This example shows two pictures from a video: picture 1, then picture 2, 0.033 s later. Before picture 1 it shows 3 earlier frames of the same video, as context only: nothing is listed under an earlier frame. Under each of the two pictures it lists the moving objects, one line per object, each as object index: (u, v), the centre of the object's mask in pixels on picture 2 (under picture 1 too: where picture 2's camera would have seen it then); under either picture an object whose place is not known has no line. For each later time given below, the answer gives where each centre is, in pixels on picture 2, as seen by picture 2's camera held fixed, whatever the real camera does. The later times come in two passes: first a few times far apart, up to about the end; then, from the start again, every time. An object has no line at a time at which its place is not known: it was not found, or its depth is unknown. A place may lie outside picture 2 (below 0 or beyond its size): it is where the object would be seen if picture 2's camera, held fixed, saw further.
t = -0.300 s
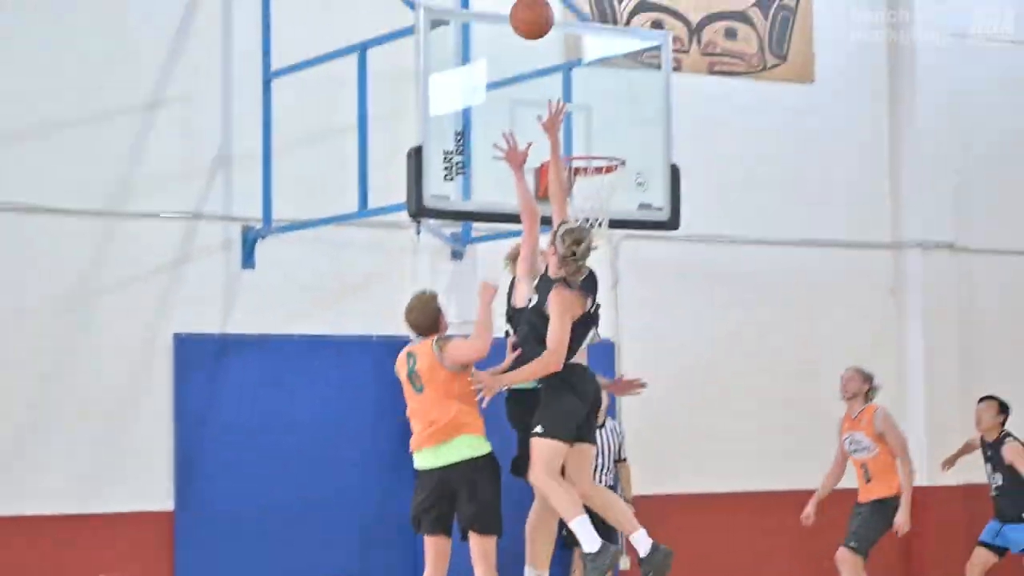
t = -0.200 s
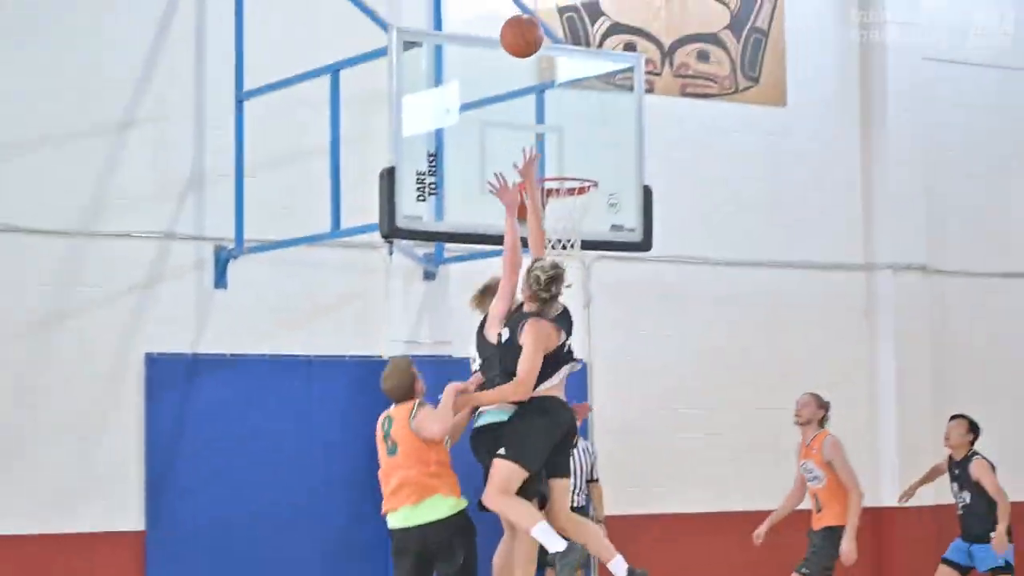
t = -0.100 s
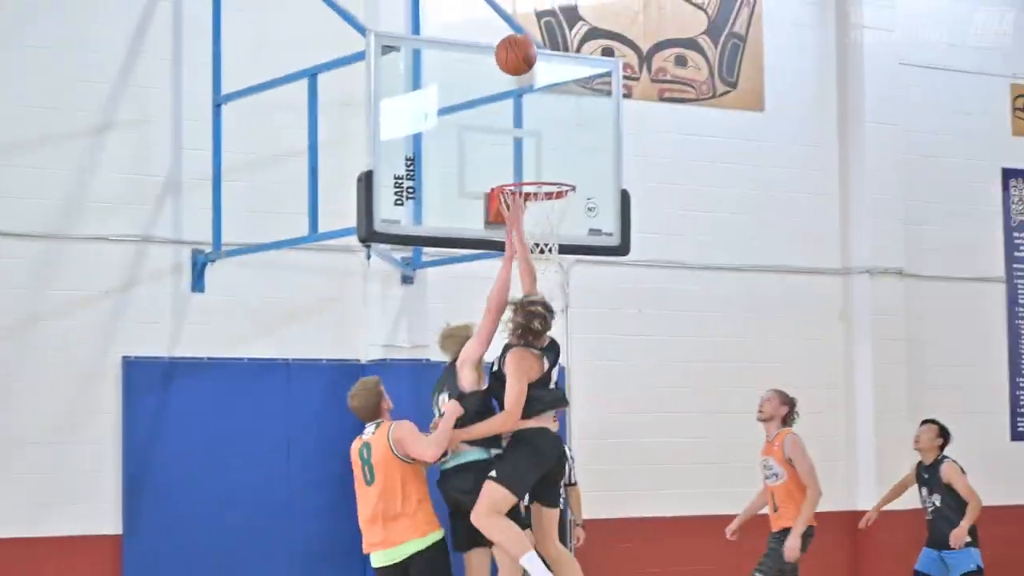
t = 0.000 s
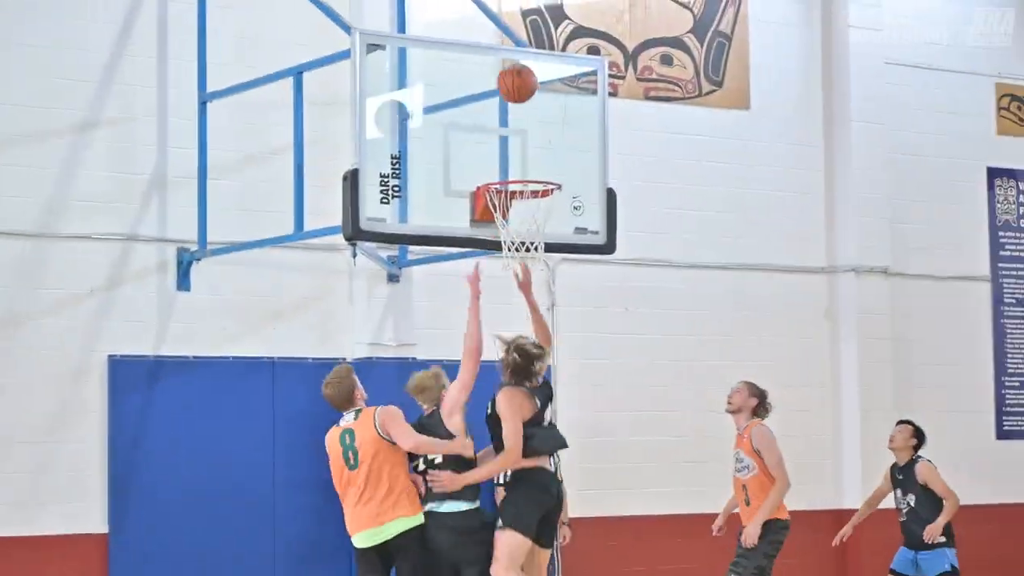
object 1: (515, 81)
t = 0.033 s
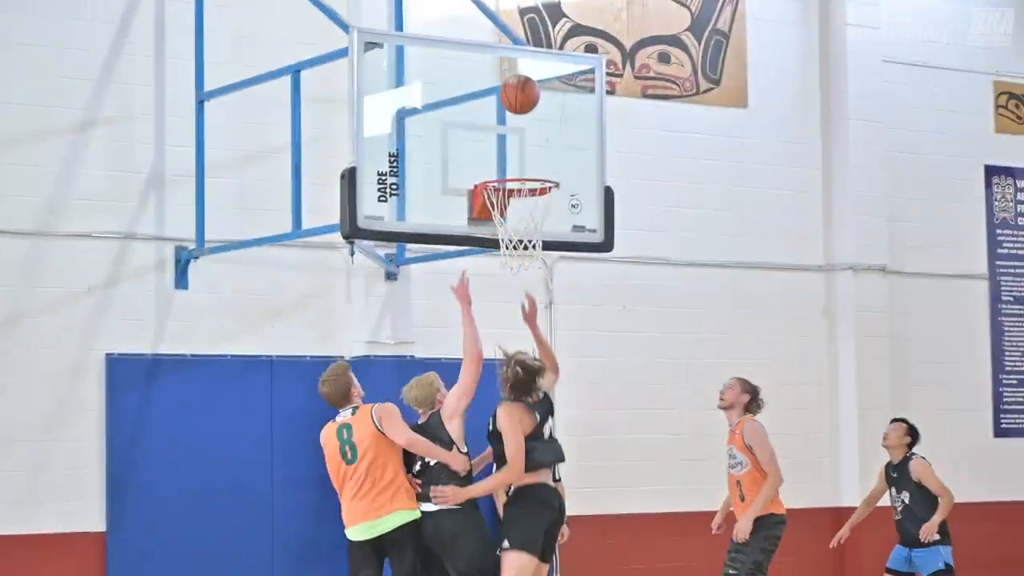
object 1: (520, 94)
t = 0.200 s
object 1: (546, 174)
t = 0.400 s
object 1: (610, 238)
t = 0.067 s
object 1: (525, 109)
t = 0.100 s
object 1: (530, 125)
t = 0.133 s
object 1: (534, 143)
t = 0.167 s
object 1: (539, 162)
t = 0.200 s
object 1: (546, 174)
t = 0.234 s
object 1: (550, 190)
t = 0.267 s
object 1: (560, 202)
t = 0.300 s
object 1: (571, 207)
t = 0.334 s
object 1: (584, 216)
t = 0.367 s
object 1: (597, 227)
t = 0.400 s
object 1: (610, 238)
